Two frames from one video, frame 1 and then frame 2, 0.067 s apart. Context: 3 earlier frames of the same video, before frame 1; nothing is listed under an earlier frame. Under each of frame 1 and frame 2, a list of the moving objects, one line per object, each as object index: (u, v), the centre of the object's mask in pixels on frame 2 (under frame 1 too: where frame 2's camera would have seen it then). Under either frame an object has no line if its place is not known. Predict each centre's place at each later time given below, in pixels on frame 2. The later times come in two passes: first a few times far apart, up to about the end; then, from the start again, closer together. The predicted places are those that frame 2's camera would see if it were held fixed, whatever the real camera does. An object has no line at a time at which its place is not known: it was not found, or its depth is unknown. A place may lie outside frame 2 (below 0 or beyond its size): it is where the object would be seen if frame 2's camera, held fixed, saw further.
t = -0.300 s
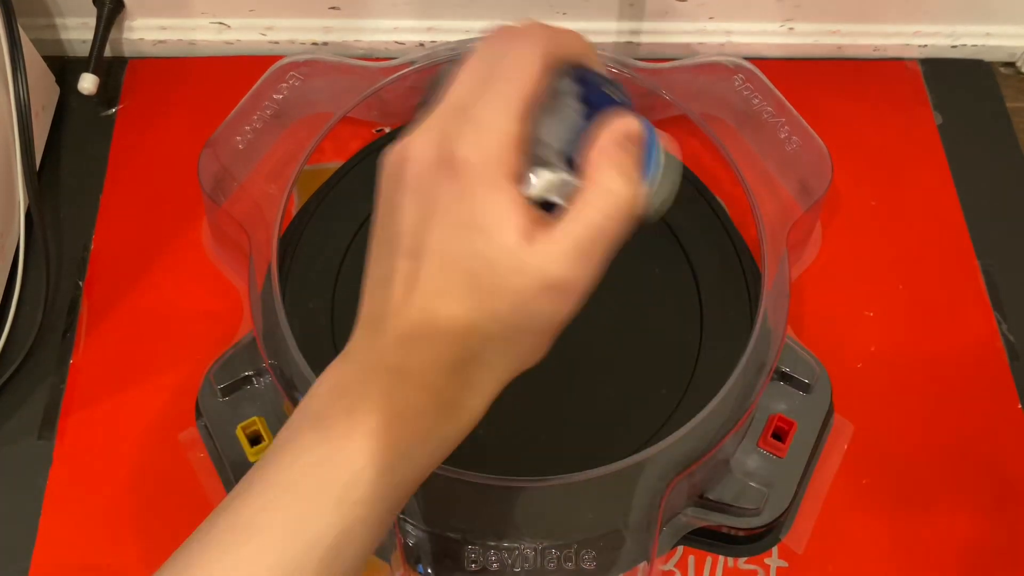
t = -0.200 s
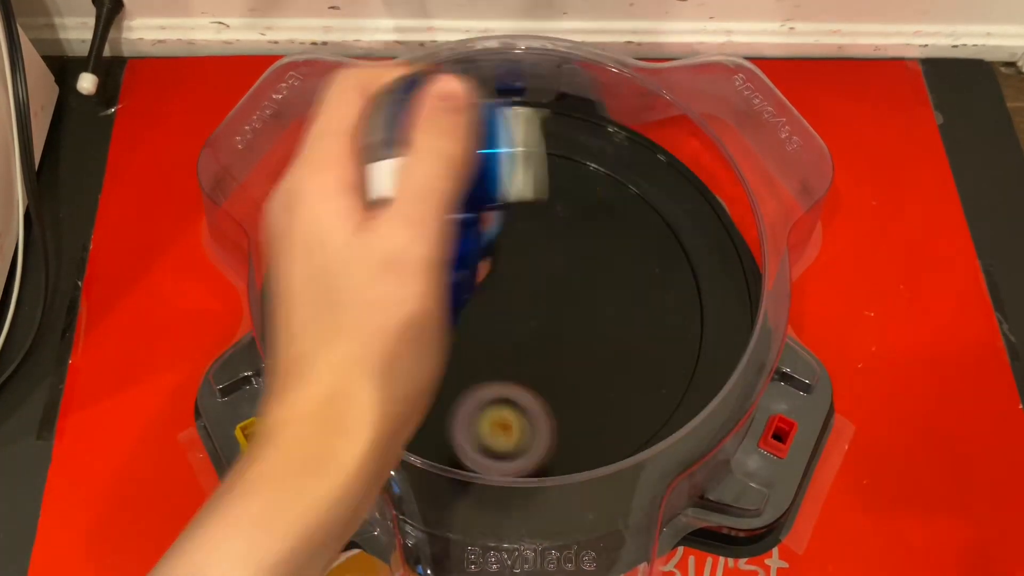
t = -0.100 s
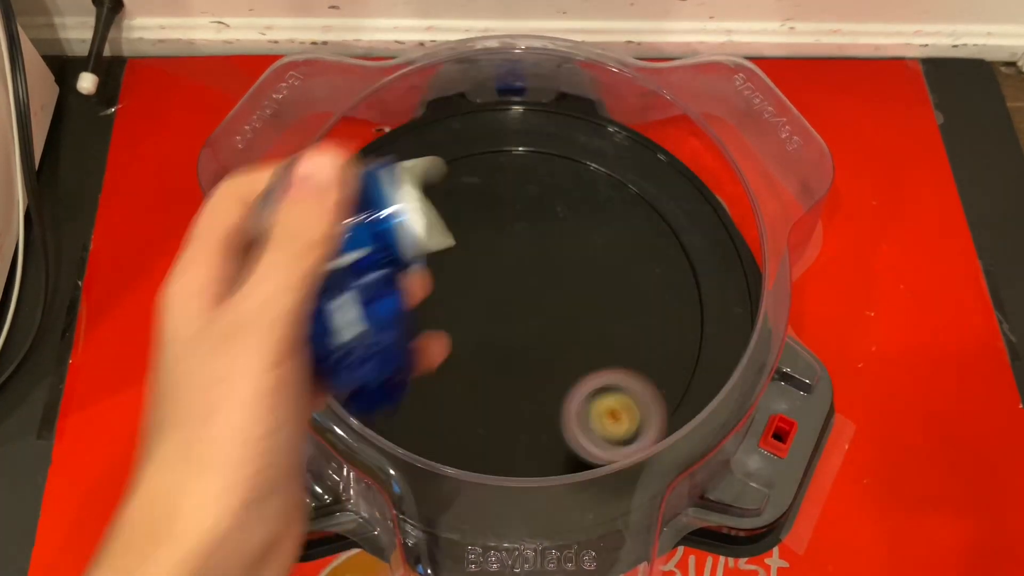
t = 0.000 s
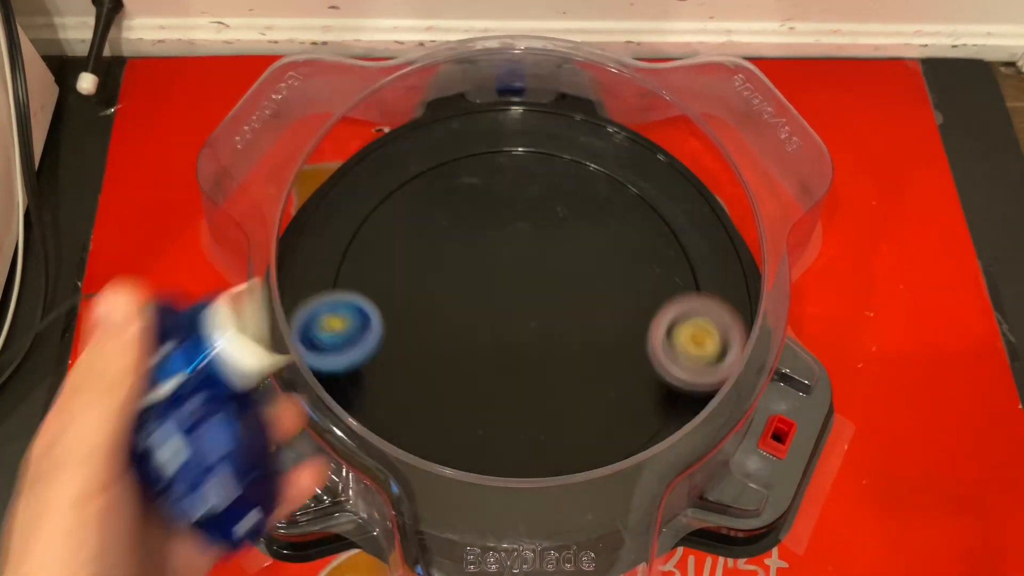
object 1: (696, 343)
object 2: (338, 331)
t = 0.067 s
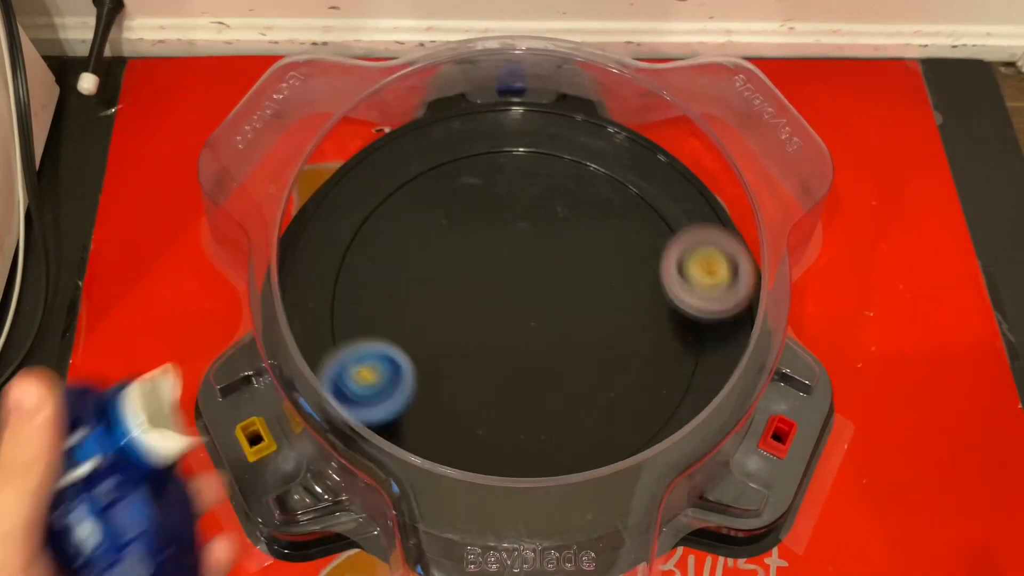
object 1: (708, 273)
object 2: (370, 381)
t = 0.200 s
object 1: (655, 154)
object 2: (477, 452)
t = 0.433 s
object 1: (447, 228)
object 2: (657, 356)
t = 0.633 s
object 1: (395, 369)
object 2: (553, 177)
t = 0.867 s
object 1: (562, 451)
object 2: (349, 224)
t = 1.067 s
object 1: (659, 342)
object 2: (465, 449)
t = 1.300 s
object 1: (567, 220)
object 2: (669, 204)
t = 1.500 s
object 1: (446, 239)
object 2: (311, 309)
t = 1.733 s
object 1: (414, 353)
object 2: (562, 465)
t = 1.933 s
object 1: (384, 348)
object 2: (605, 266)
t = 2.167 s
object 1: (464, 318)
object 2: (511, 147)
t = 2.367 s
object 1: (527, 299)
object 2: (333, 287)
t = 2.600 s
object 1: (513, 266)
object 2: (487, 470)
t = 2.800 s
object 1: (465, 257)
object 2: (705, 290)
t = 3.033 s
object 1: (467, 291)
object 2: (349, 269)
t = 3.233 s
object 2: (726, 247)
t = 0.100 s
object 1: (700, 237)
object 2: (392, 399)
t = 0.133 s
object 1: (687, 205)
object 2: (418, 419)
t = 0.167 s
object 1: (673, 178)
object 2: (446, 434)
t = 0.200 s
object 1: (655, 154)
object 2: (477, 452)
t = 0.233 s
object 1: (632, 138)
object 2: (513, 456)
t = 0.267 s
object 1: (603, 148)
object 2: (550, 446)
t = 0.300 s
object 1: (572, 161)
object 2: (585, 443)
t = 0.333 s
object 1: (538, 176)
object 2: (612, 426)
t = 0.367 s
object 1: (505, 192)
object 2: (635, 408)
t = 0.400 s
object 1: (474, 209)
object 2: (651, 385)
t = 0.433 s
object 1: (447, 228)
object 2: (657, 356)
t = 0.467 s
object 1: (424, 248)
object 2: (655, 324)
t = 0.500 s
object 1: (407, 270)
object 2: (647, 292)
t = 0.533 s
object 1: (395, 293)
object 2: (631, 260)
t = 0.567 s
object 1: (389, 318)
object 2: (609, 228)
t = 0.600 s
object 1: (389, 344)
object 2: (582, 201)
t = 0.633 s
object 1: (395, 369)
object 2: (553, 177)
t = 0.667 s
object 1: (408, 393)
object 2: (519, 156)
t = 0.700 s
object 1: (428, 413)
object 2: (484, 142)
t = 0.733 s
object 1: (450, 432)
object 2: (452, 136)
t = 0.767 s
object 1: (476, 446)
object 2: (423, 150)
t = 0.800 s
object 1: (505, 453)
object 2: (396, 170)
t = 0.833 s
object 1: (534, 454)
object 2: (371, 195)
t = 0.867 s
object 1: (562, 451)
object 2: (349, 224)
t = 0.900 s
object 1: (588, 441)
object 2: (338, 261)
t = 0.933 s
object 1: (611, 426)
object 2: (336, 302)
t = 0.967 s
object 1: (630, 409)
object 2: (347, 346)
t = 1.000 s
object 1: (646, 388)
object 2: (374, 385)
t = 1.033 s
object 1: (655, 366)
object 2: (411, 423)
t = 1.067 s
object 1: (659, 342)
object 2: (465, 449)
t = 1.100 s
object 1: (657, 319)
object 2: (524, 457)
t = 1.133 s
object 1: (650, 298)
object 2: (582, 440)
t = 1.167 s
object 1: (640, 277)
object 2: (636, 415)
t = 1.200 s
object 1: (626, 258)
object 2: (679, 373)
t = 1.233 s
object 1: (608, 242)
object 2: (700, 318)
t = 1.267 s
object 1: (588, 229)
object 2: (697, 260)
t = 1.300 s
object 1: (567, 220)
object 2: (669, 204)
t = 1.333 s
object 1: (545, 215)
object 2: (618, 160)
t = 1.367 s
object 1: (523, 213)
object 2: (552, 134)
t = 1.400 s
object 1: (501, 216)
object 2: (473, 137)
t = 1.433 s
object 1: (482, 222)
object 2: (403, 170)
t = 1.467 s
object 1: (463, 229)
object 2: (350, 233)
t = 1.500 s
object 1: (446, 239)
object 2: (311, 309)
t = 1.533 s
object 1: (434, 251)
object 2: (330, 378)
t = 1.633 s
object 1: (408, 300)
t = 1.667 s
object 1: (407, 318)
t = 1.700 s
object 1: (406, 336)
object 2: (592, 499)
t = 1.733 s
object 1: (414, 353)
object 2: (562, 465)
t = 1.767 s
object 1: (425, 369)
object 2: (535, 433)
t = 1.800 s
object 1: (426, 376)
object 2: (532, 401)
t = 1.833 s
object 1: (406, 370)
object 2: (556, 374)
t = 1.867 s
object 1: (393, 363)
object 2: (576, 342)
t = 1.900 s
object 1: (386, 356)
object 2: (593, 304)
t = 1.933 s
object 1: (384, 348)
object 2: (605, 266)
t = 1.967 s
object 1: (387, 341)
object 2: (611, 227)
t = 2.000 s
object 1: (395, 335)
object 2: (612, 188)
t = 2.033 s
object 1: (406, 331)
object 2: (608, 152)
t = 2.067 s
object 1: (420, 327)
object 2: (594, 125)
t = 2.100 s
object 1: (434, 325)
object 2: (569, 122)
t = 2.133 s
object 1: (450, 321)
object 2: (541, 133)
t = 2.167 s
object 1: (464, 318)
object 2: (511, 147)
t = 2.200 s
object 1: (479, 316)
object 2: (479, 164)
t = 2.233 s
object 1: (492, 312)
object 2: (446, 183)
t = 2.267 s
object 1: (503, 309)
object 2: (413, 203)
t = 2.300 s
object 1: (513, 306)
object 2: (377, 225)
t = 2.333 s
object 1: (521, 302)
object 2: (346, 252)
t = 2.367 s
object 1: (527, 299)
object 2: (333, 287)
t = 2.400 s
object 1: (530, 294)
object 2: (325, 329)
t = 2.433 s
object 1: (532, 291)
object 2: (324, 366)
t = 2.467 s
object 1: (532, 286)
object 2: (338, 398)
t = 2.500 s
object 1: (529, 280)
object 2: (367, 425)
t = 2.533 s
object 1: (524, 274)
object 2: (401, 447)
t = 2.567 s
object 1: (519, 270)
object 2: (441, 463)
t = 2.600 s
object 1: (513, 266)
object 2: (487, 470)
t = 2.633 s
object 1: (505, 262)
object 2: (538, 467)
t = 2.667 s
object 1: (497, 259)
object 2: (589, 455)
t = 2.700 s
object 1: (488, 257)
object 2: (632, 421)
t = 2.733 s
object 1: (479, 256)
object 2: (674, 389)
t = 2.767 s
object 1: (471, 256)
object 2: (701, 344)
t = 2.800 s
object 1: (465, 257)
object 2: (705, 290)
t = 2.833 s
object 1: (461, 260)
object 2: (688, 235)
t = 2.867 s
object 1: (458, 264)
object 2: (648, 188)
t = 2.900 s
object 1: (457, 269)
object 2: (591, 154)
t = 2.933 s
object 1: (458, 273)
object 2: (521, 143)
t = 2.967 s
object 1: (460, 279)
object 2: (451, 156)
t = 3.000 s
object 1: (463, 285)
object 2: (387, 198)
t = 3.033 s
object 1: (467, 291)
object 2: (349, 269)
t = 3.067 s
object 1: (472, 295)
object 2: (356, 355)
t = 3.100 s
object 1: (478, 298)
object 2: (420, 423)
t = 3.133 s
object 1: (484, 299)
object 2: (526, 466)
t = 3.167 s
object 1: (491, 297)
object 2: (635, 421)
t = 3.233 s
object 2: (726, 247)
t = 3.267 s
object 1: (510, 291)
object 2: (734, 157)
